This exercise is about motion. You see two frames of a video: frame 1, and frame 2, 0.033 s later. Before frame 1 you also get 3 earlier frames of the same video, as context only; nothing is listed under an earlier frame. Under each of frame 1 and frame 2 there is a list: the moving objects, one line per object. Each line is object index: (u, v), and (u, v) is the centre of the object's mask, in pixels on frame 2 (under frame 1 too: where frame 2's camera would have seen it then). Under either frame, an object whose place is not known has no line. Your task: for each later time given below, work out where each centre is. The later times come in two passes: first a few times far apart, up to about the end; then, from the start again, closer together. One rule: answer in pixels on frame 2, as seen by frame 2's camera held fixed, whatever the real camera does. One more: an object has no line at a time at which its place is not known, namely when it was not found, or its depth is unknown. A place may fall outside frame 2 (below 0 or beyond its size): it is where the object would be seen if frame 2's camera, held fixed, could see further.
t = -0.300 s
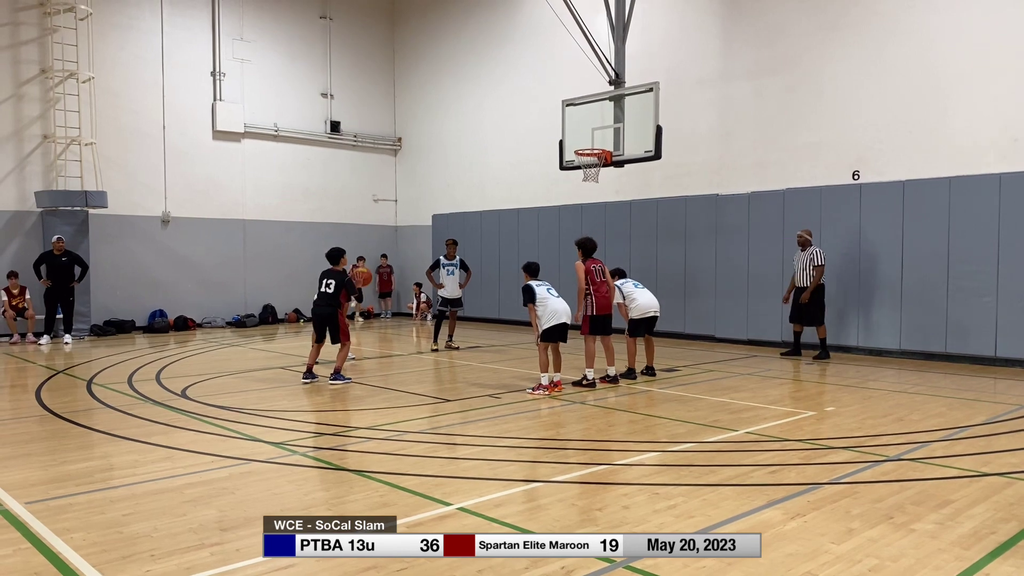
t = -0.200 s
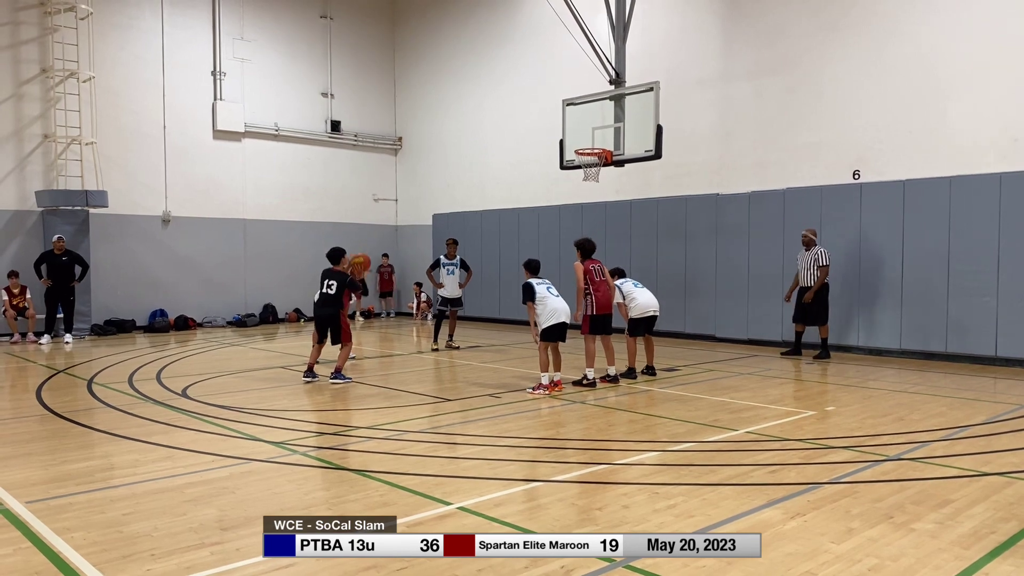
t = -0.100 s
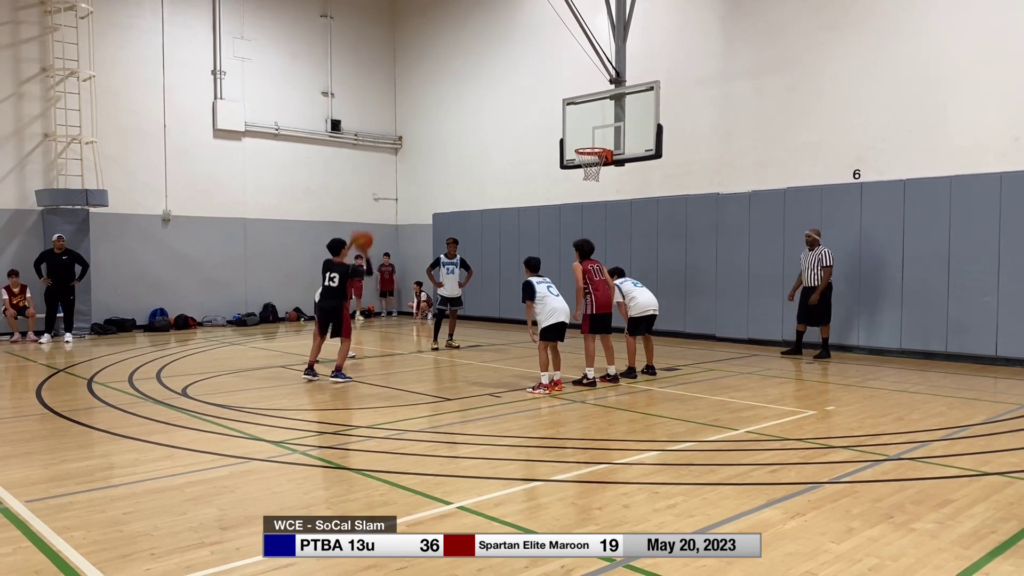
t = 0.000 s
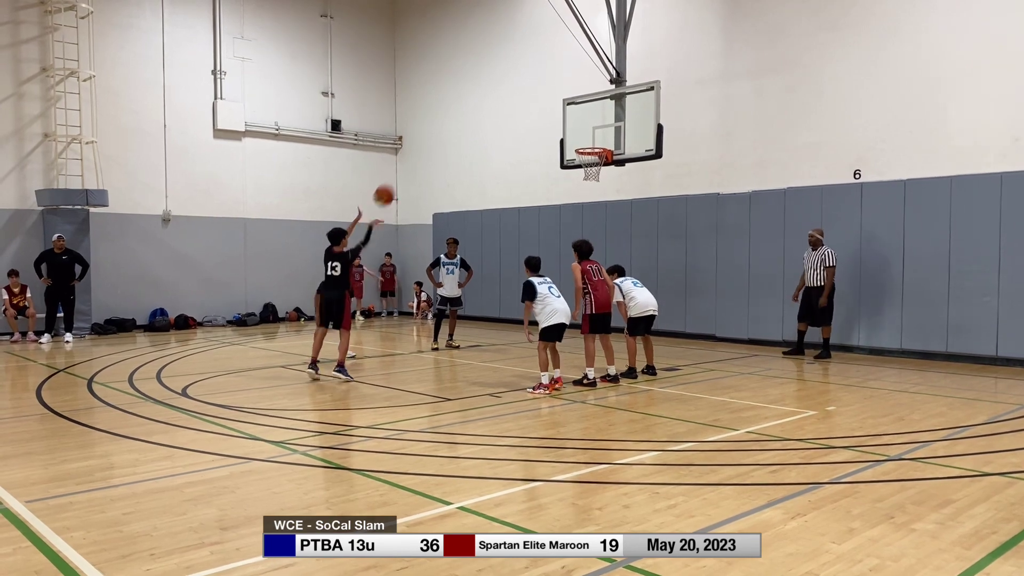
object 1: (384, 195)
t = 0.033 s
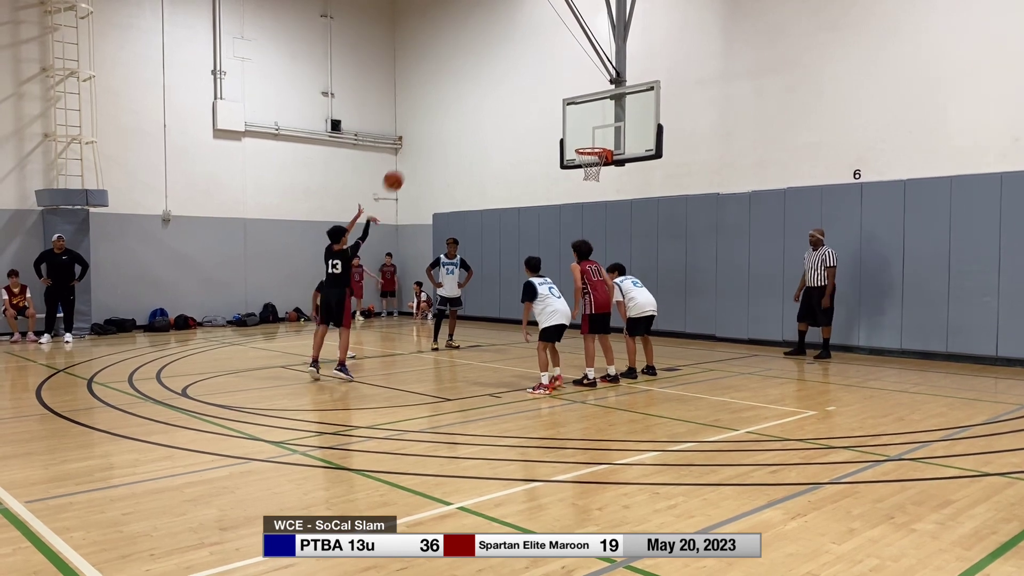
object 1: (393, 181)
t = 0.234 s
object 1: (443, 116)
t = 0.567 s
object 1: (516, 84)
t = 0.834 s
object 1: (568, 116)
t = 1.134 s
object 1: (606, 173)
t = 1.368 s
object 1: (614, 210)
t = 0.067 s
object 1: (402, 167)
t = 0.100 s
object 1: (410, 155)
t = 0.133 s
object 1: (419, 143)
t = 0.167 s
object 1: (427, 134)
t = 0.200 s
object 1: (435, 125)
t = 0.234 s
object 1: (443, 116)
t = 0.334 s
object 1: (466, 97)
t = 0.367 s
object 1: (474, 93)
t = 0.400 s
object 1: (481, 89)
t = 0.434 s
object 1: (488, 87)
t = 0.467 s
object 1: (496, 85)
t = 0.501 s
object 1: (503, 84)
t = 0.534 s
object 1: (510, 83)
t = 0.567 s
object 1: (516, 84)
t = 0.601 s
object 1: (523, 85)
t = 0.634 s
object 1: (530, 88)
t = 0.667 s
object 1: (536, 91)
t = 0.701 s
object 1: (543, 94)
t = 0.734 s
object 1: (549, 99)
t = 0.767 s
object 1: (555, 104)
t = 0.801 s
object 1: (561, 110)
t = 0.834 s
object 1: (568, 116)
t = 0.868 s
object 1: (573, 123)
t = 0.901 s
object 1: (579, 131)
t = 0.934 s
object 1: (585, 139)
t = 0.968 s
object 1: (591, 144)
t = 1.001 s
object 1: (593, 158)
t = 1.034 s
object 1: (601, 166)
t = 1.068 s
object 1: (603, 169)
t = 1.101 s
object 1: (605, 171)
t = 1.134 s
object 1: (606, 173)
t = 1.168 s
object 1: (607, 176)
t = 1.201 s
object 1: (608, 180)
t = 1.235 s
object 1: (609, 185)
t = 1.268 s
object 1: (611, 190)
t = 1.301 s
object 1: (612, 196)
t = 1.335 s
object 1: (613, 203)
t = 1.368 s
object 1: (614, 210)
